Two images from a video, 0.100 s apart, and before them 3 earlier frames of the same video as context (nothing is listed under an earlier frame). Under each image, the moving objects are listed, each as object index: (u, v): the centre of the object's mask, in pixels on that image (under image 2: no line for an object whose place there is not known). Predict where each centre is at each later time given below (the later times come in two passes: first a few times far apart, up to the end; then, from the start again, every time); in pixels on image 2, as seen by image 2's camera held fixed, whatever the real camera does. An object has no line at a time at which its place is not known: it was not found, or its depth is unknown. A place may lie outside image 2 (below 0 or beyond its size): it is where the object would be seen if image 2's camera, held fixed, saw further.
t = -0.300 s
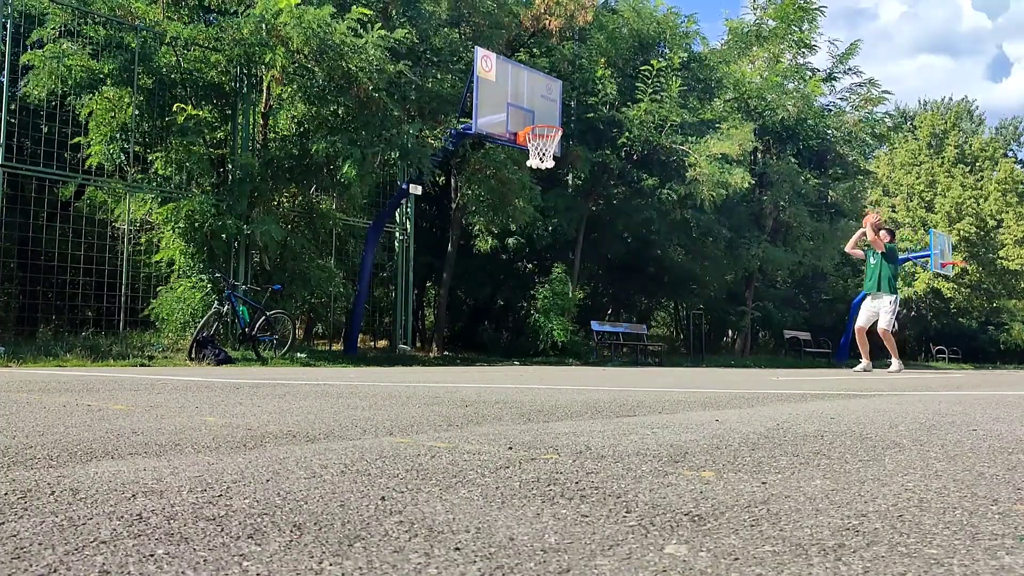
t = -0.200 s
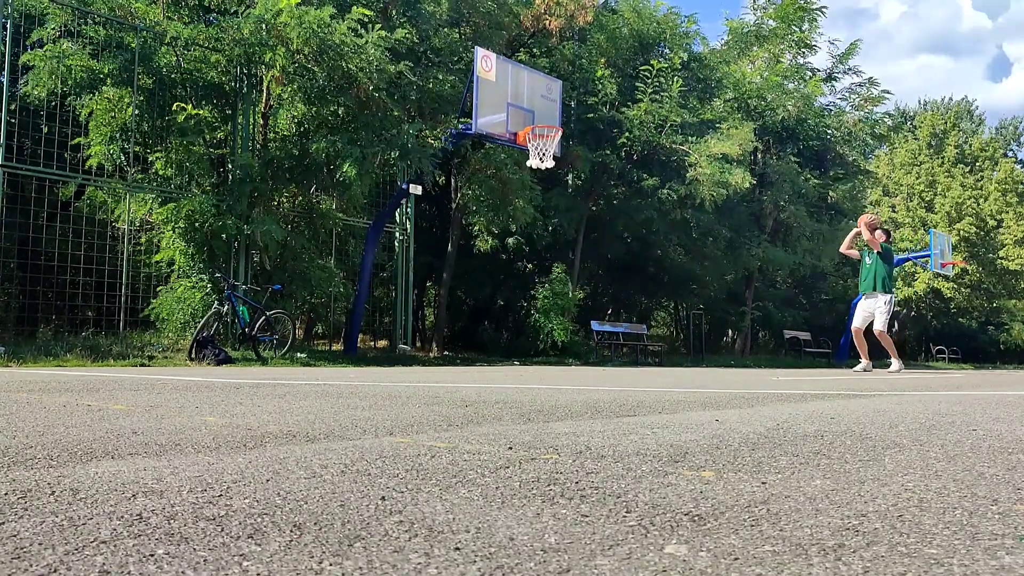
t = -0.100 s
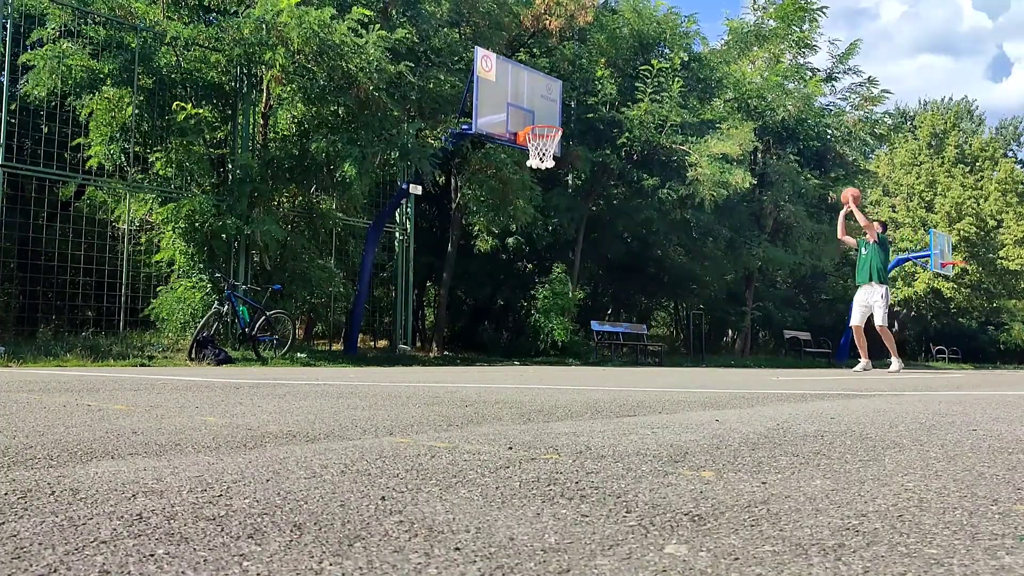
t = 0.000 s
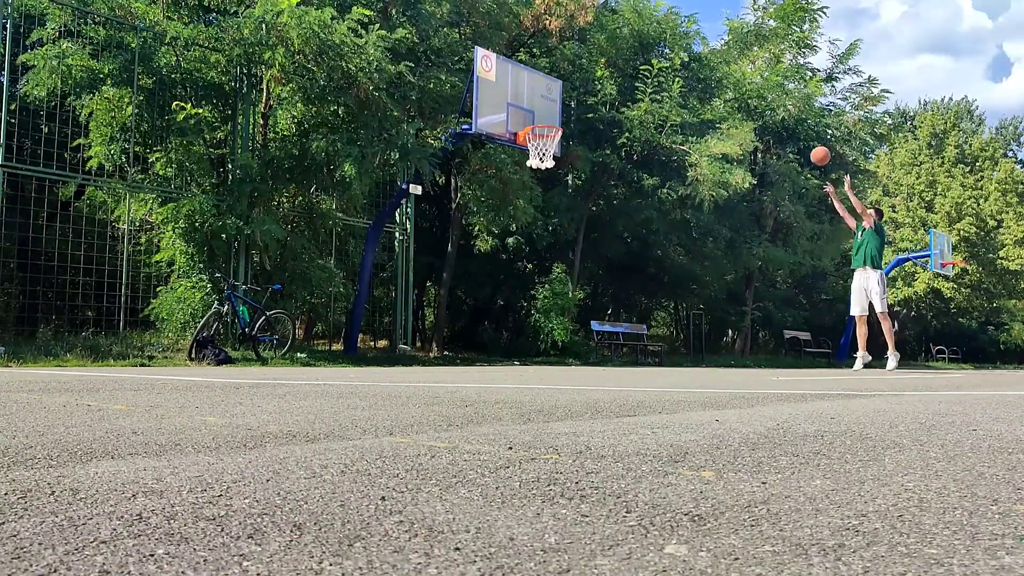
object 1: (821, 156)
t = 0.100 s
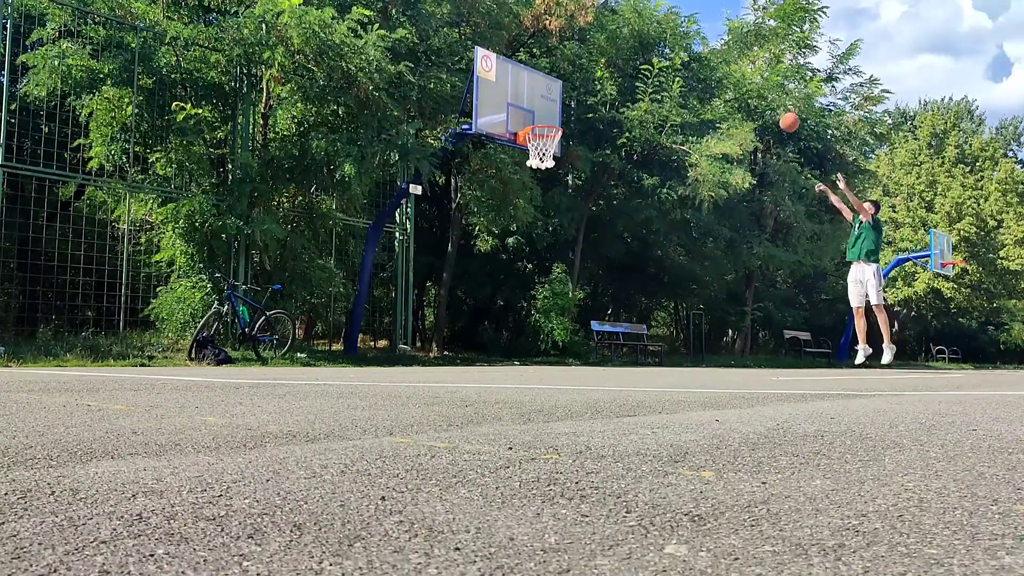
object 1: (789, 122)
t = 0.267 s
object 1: (738, 84)
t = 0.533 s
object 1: (657, 65)
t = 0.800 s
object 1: (576, 101)
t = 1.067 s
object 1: (515, 154)
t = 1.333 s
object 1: (480, 213)
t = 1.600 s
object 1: (442, 327)
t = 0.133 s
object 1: (779, 112)
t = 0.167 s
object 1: (769, 104)
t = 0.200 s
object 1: (758, 97)
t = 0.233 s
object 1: (748, 90)
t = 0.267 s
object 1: (738, 84)
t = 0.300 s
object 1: (728, 78)
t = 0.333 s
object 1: (717, 74)
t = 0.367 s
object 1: (708, 70)
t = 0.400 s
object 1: (698, 67)
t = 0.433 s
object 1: (687, 66)
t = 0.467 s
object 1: (677, 64)
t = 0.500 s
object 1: (667, 64)
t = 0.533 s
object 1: (657, 65)
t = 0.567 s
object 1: (646, 66)
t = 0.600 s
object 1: (636, 69)
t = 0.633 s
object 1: (626, 71)
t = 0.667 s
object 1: (616, 75)
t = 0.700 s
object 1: (606, 80)
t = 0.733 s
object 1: (596, 86)
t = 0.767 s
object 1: (586, 93)
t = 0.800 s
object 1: (576, 101)
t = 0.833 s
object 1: (566, 108)
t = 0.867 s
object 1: (556, 117)
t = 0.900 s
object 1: (548, 126)
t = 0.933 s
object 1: (538, 131)
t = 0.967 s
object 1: (535, 140)
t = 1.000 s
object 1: (522, 150)
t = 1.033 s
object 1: (519, 151)
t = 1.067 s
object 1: (515, 154)
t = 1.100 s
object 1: (510, 159)
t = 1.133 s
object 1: (506, 163)
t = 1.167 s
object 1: (502, 170)
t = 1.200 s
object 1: (498, 177)
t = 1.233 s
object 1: (493, 185)
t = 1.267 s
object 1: (489, 194)
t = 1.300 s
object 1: (484, 203)
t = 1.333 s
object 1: (480, 213)
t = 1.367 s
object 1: (475, 225)
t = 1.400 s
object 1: (471, 237)
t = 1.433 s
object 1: (466, 250)
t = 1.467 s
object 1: (461, 264)
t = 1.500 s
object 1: (457, 278)
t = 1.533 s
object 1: (452, 294)
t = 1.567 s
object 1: (447, 310)
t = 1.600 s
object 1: (442, 327)
